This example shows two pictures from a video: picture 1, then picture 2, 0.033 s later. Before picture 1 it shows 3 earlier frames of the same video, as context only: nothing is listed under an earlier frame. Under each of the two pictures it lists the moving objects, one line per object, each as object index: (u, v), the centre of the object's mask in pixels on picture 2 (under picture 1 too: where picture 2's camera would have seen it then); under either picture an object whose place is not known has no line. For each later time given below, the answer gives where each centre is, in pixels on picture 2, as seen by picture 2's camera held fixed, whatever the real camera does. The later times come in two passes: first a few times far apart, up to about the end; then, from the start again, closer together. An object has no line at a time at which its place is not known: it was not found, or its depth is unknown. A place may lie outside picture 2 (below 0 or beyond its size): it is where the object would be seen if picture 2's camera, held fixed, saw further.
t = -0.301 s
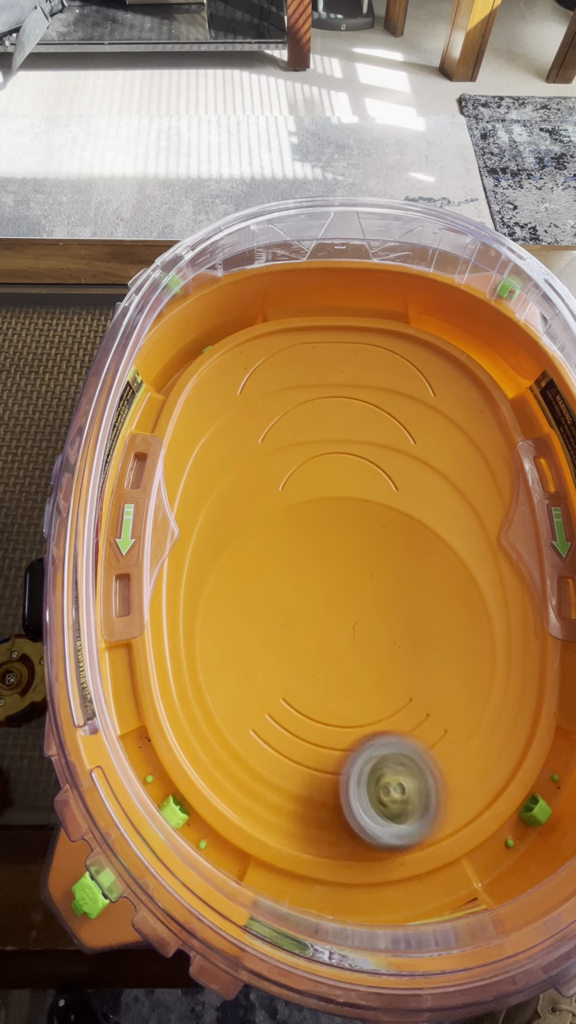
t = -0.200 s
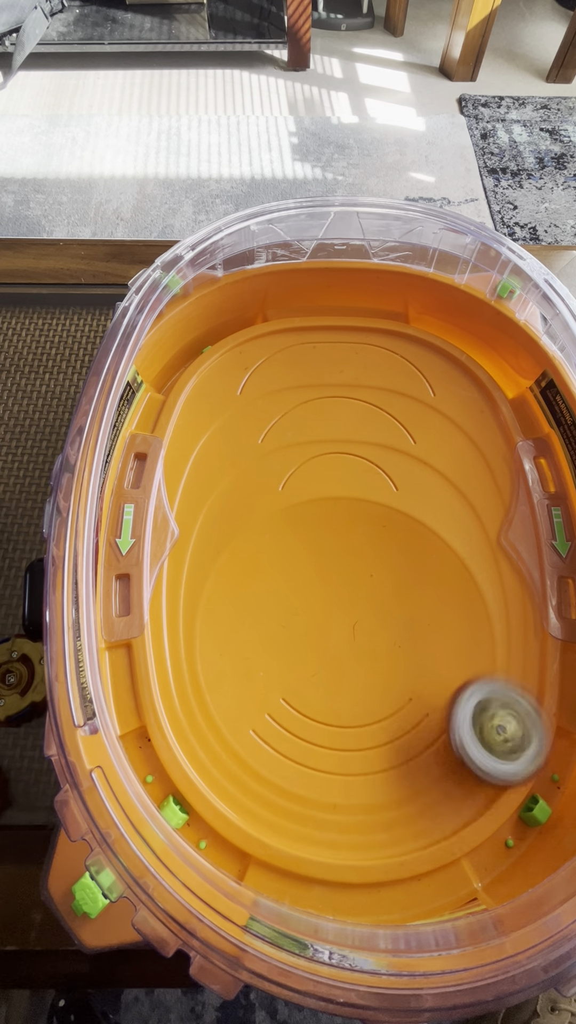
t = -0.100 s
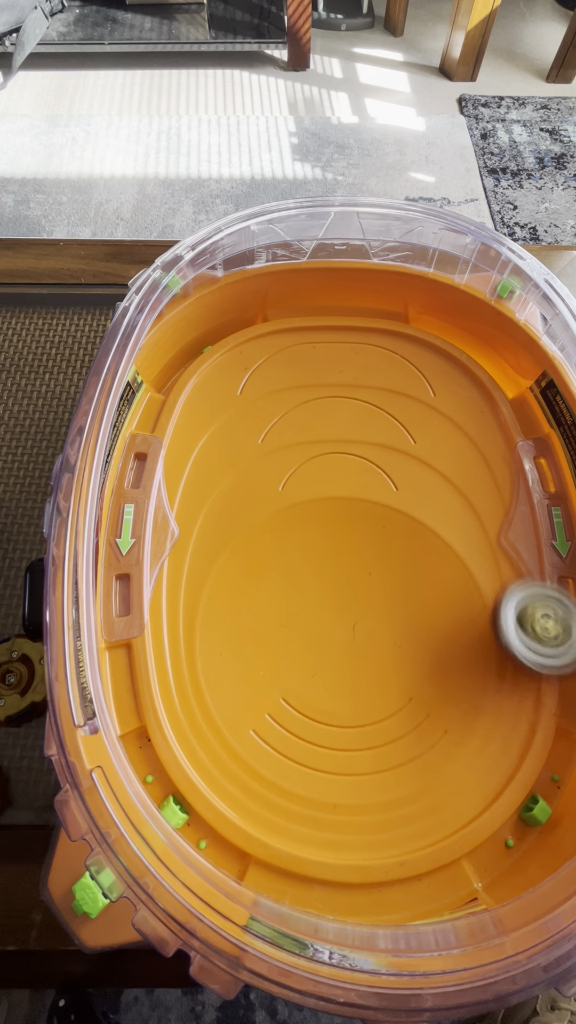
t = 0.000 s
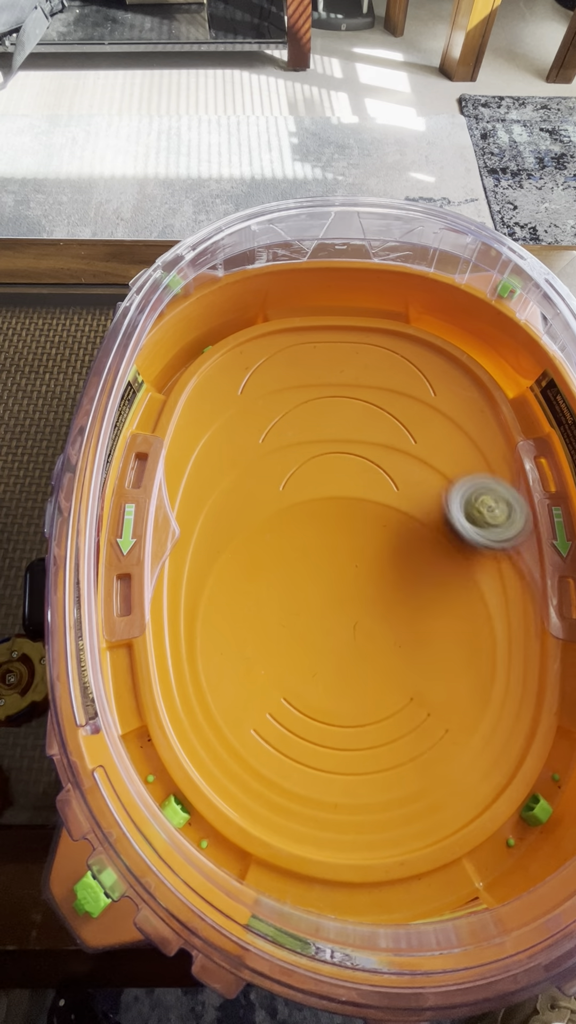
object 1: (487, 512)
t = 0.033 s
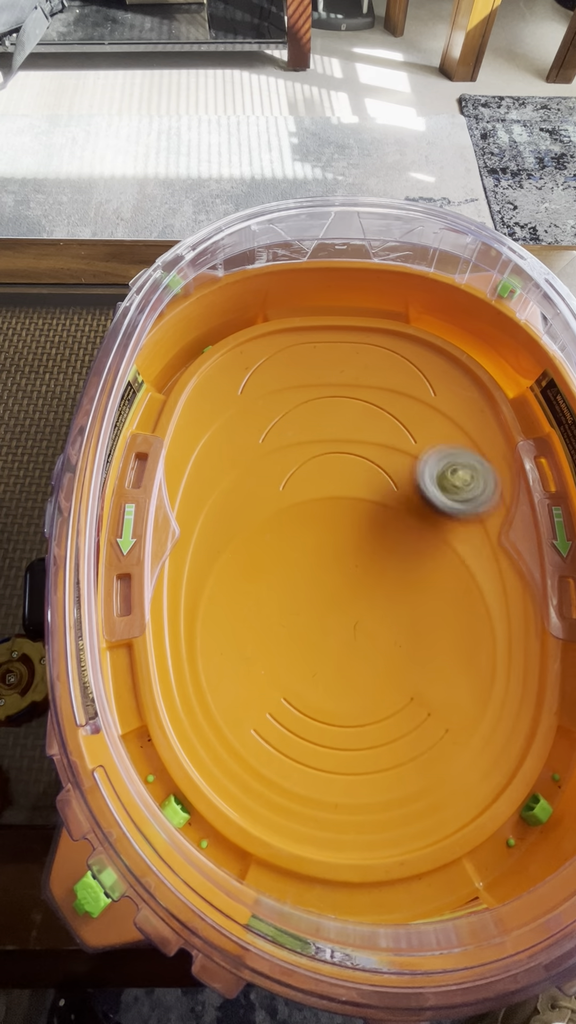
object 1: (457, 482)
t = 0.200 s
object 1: (319, 403)
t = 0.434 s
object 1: (175, 453)
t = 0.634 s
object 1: (245, 627)
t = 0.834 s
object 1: (372, 718)
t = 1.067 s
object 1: (472, 618)
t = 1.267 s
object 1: (414, 488)
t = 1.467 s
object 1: (361, 440)
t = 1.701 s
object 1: (307, 446)
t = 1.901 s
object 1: (281, 471)
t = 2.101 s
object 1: (269, 539)
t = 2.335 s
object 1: (302, 724)
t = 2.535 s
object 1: (480, 776)
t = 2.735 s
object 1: (534, 640)
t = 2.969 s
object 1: (449, 508)
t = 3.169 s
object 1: (381, 497)
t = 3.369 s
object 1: (240, 556)
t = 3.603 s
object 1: (217, 783)
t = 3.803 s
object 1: (405, 832)
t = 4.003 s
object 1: (488, 747)
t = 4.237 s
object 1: (464, 579)
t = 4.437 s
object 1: (339, 516)
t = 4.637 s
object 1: (230, 586)
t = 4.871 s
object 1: (276, 735)
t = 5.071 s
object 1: (406, 726)
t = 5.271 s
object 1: (434, 630)
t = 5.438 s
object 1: (394, 585)
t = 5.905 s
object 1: (336, 606)
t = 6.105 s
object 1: (342, 617)
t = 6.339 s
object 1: (436, 652)
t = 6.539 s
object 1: (472, 531)
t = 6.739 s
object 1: (463, 493)
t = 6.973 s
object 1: (460, 493)
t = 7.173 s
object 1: (454, 499)
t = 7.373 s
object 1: (441, 509)
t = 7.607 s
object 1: (344, 529)
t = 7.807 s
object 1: (159, 617)
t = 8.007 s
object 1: (242, 752)
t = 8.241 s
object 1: (304, 729)
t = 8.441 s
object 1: (329, 847)
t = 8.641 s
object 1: (412, 810)
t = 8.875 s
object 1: (441, 723)
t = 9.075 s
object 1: (383, 737)
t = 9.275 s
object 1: (335, 721)
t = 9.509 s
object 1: (313, 715)
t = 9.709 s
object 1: (318, 676)
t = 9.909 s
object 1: (318, 653)
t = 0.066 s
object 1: (428, 457)
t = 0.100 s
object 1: (401, 438)
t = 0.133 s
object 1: (374, 422)
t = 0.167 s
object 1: (344, 410)
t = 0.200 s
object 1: (319, 403)
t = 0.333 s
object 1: (214, 403)
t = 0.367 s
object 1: (187, 409)
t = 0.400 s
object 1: (175, 425)
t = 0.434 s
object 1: (175, 453)
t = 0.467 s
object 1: (179, 482)
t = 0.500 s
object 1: (186, 513)
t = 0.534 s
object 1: (201, 545)
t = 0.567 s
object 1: (213, 570)
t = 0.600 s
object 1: (229, 598)
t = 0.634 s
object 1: (245, 627)
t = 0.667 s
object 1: (263, 653)
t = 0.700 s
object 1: (282, 675)
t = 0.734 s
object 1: (305, 692)
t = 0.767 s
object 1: (327, 706)
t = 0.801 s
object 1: (350, 715)
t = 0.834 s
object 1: (372, 718)
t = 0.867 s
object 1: (394, 718)
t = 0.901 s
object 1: (414, 712)
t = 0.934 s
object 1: (433, 702)
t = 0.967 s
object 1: (448, 686)
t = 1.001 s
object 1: (461, 666)
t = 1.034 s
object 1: (469, 642)
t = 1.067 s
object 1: (472, 618)
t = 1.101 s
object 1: (469, 592)
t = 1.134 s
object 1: (462, 566)
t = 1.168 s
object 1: (449, 542)
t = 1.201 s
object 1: (431, 521)
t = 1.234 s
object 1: (422, 503)
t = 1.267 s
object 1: (414, 488)
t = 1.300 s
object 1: (407, 475)
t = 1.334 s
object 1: (400, 465)
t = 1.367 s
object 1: (390, 455)
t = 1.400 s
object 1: (382, 448)
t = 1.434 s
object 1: (372, 443)
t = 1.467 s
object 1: (361, 440)
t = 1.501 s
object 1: (352, 437)
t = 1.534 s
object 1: (343, 436)
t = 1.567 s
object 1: (335, 437)
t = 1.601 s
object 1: (327, 438)
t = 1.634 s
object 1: (320, 440)
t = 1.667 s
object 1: (313, 442)
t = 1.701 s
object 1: (307, 446)
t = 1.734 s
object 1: (301, 449)
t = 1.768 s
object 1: (296, 452)
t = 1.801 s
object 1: (292, 456)
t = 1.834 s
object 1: (289, 462)
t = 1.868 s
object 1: (285, 466)
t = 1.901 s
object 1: (281, 471)
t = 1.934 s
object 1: (279, 478)
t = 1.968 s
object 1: (278, 486)
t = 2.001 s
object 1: (277, 494)
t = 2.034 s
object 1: (276, 505)
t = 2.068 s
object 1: (273, 520)
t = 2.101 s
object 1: (269, 539)
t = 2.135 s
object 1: (265, 561)
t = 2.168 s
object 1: (261, 585)
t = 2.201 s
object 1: (261, 612)
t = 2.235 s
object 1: (264, 640)
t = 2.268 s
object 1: (271, 668)
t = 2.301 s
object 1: (284, 697)
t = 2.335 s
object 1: (302, 724)
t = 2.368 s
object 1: (326, 749)
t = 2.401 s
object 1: (354, 768)
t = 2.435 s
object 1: (385, 781)
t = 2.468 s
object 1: (418, 786)
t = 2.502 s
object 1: (451, 783)
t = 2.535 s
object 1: (480, 776)
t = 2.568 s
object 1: (505, 760)
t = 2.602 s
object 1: (524, 743)
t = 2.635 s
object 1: (534, 719)
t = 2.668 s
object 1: (537, 694)
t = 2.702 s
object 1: (536, 668)
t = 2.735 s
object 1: (534, 640)
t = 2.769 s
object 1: (529, 610)
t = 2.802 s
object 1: (516, 584)
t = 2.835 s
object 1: (501, 560)
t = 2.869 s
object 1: (486, 541)
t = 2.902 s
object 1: (472, 527)
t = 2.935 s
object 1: (460, 516)
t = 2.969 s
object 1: (449, 508)
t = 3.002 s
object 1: (439, 503)
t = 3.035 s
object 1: (429, 499)
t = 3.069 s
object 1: (421, 496)
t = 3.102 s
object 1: (411, 494)
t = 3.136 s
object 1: (399, 495)
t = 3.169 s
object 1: (381, 497)
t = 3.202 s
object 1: (360, 499)
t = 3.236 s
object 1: (337, 503)
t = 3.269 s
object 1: (313, 511)
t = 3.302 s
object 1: (288, 522)
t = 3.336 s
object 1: (263, 536)
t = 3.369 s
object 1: (240, 556)
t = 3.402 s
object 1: (219, 580)
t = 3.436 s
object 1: (202, 612)
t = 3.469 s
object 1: (192, 647)
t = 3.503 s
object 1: (185, 683)
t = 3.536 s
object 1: (186, 717)
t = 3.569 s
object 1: (195, 755)
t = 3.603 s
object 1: (217, 783)
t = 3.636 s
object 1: (249, 803)
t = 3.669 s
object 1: (282, 820)
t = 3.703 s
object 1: (319, 830)
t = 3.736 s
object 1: (352, 836)
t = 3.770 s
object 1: (381, 835)
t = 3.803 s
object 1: (405, 832)
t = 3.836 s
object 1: (426, 825)
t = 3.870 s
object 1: (444, 815)
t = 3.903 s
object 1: (456, 802)
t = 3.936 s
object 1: (468, 787)
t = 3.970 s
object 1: (480, 767)
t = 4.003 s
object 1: (488, 747)
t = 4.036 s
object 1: (493, 727)
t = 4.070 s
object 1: (496, 704)
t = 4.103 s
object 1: (498, 678)
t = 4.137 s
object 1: (495, 652)
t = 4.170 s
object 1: (490, 627)
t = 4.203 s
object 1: (480, 601)
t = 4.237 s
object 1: (464, 579)
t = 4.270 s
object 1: (448, 559)
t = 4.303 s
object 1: (429, 543)
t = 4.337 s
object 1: (407, 530)
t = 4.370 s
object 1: (386, 522)
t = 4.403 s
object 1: (363, 517)
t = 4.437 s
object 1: (339, 516)
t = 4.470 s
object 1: (317, 519)
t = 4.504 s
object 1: (297, 525)
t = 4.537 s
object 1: (276, 535)
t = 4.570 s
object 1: (258, 549)
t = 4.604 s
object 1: (243, 565)
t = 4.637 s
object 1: (230, 586)
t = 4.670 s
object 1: (222, 608)
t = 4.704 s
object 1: (219, 632)
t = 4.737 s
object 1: (222, 657)
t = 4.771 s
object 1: (229, 679)
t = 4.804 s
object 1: (241, 702)
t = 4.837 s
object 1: (257, 719)
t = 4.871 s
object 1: (276, 735)
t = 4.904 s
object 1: (299, 746)
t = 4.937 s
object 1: (321, 752)
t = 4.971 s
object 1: (344, 751)
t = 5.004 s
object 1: (367, 747)
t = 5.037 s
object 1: (389, 739)
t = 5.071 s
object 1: (406, 726)
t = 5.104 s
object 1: (419, 712)
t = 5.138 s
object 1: (429, 696)
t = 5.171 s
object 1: (434, 677)
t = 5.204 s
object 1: (438, 660)
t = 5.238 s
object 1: (436, 644)
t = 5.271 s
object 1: (434, 630)
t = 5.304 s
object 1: (428, 617)
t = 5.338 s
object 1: (420, 607)
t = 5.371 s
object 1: (412, 597)
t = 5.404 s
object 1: (404, 591)
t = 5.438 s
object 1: (394, 585)
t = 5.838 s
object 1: (337, 601)
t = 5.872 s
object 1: (336, 603)
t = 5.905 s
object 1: (336, 606)
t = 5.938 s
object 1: (336, 606)
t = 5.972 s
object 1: (335, 608)
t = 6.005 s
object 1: (334, 608)
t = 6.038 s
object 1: (334, 610)
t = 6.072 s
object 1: (333, 611)
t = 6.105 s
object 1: (342, 617)
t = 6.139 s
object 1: (364, 630)
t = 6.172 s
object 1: (386, 642)
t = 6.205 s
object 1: (402, 650)
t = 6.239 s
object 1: (416, 654)
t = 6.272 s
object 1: (426, 655)
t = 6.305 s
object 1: (432, 654)
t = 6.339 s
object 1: (436, 652)
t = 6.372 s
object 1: (438, 651)
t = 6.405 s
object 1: (439, 648)
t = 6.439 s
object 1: (453, 618)
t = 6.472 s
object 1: (466, 584)
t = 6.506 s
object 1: (473, 556)
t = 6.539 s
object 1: (472, 531)
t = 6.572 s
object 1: (469, 513)
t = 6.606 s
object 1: (468, 502)
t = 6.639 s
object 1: (466, 496)
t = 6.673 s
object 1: (465, 494)
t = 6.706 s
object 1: (464, 493)
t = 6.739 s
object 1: (463, 493)
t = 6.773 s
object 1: (463, 492)
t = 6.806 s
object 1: (463, 492)
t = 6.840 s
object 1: (462, 492)
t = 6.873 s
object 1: (462, 492)
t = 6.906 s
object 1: (461, 492)
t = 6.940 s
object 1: (461, 493)
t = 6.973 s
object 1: (460, 493)
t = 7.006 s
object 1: (461, 494)
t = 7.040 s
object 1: (459, 495)
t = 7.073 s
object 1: (458, 496)
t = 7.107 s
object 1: (457, 497)
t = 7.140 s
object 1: (455, 498)
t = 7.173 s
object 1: (454, 499)
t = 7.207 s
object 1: (452, 500)
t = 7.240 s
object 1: (449, 502)
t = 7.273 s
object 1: (448, 503)
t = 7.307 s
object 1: (446, 505)
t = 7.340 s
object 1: (444, 507)
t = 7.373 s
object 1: (441, 509)
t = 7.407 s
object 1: (439, 511)
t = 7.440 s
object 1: (434, 513)
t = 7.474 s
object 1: (424, 517)
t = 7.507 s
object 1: (411, 521)
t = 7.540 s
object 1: (397, 525)
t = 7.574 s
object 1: (381, 531)
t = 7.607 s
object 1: (344, 529)
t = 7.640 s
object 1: (302, 530)
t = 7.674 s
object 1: (262, 538)
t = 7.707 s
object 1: (222, 553)
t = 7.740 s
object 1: (187, 572)
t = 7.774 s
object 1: (159, 593)
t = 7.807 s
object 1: (159, 617)
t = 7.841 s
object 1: (172, 650)
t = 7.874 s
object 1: (185, 679)
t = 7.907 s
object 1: (198, 704)
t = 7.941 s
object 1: (213, 725)
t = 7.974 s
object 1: (229, 740)
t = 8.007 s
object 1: (242, 752)
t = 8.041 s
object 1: (251, 758)
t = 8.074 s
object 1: (260, 759)
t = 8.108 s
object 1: (269, 757)
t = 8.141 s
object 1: (279, 751)
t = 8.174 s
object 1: (288, 744)
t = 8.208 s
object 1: (296, 737)
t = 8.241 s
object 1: (304, 729)
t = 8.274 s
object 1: (310, 720)
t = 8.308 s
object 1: (316, 712)
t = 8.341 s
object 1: (312, 740)
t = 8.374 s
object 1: (308, 800)
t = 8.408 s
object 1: (309, 847)
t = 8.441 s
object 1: (329, 847)
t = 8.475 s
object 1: (349, 841)
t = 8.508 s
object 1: (364, 829)
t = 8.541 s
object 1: (374, 815)
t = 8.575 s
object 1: (387, 809)
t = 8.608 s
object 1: (402, 812)
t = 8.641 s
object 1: (412, 810)
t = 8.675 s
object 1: (417, 805)
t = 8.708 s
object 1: (427, 793)
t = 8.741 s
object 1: (434, 777)
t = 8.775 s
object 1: (435, 761)
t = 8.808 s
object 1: (441, 747)
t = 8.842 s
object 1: (441, 735)
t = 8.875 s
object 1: (441, 723)
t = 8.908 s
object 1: (437, 711)
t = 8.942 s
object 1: (431, 701)
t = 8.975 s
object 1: (424, 700)
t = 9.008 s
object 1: (411, 717)
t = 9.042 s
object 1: (396, 730)
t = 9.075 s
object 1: (383, 737)
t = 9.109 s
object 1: (372, 740)
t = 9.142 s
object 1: (362, 737)
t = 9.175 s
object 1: (351, 735)
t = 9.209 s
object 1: (345, 731)
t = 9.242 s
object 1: (340, 727)
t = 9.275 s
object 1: (335, 721)
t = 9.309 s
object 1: (332, 715)
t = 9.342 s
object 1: (327, 707)
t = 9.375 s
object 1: (321, 695)
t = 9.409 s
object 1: (315, 703)
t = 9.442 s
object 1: (313, 713)
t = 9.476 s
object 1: (312, 717)
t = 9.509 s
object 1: (313, 715)
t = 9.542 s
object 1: (314, 710)
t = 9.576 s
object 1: (316, 707)
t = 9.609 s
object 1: (316, 699)
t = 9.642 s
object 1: (315, 693)
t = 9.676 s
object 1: (316, 685)
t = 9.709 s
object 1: (318, 676)
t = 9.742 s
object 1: (320, 666)
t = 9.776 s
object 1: (323, 657)
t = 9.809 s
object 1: (317, 659)
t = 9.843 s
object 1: (314, 657)
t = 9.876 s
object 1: (315, 655)
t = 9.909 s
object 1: (318, 653)
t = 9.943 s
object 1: (320, 652)
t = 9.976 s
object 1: (322, 650)
